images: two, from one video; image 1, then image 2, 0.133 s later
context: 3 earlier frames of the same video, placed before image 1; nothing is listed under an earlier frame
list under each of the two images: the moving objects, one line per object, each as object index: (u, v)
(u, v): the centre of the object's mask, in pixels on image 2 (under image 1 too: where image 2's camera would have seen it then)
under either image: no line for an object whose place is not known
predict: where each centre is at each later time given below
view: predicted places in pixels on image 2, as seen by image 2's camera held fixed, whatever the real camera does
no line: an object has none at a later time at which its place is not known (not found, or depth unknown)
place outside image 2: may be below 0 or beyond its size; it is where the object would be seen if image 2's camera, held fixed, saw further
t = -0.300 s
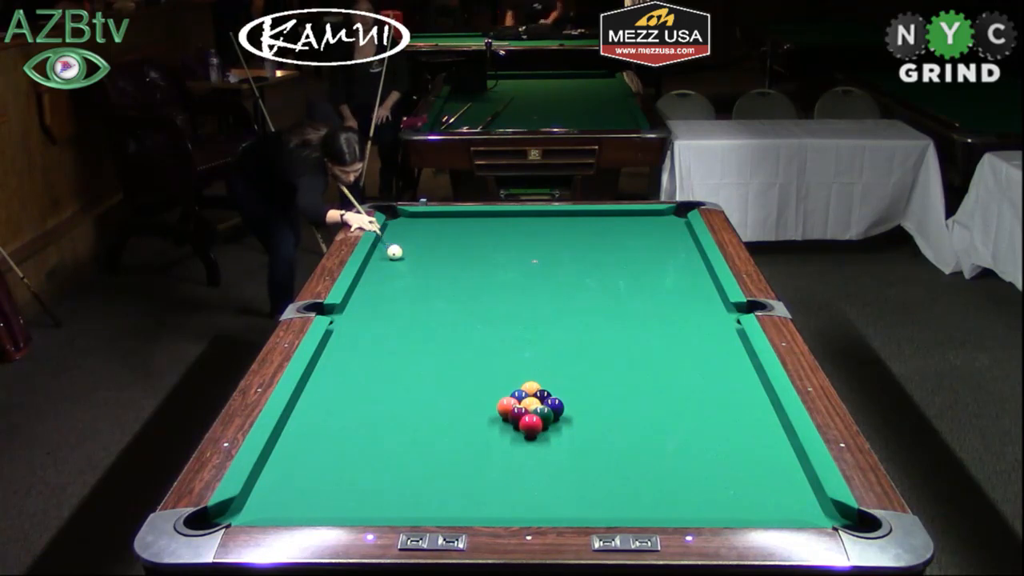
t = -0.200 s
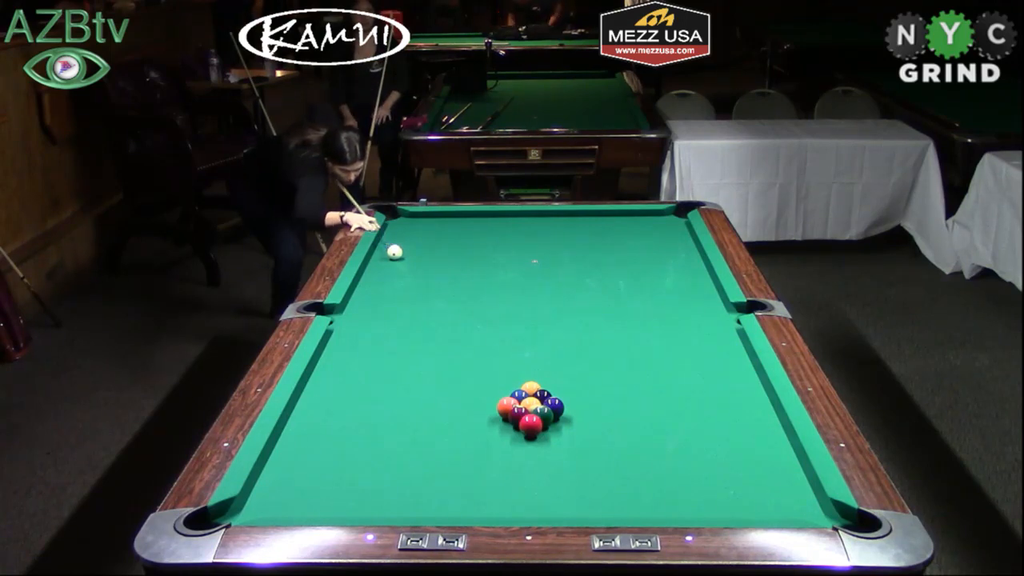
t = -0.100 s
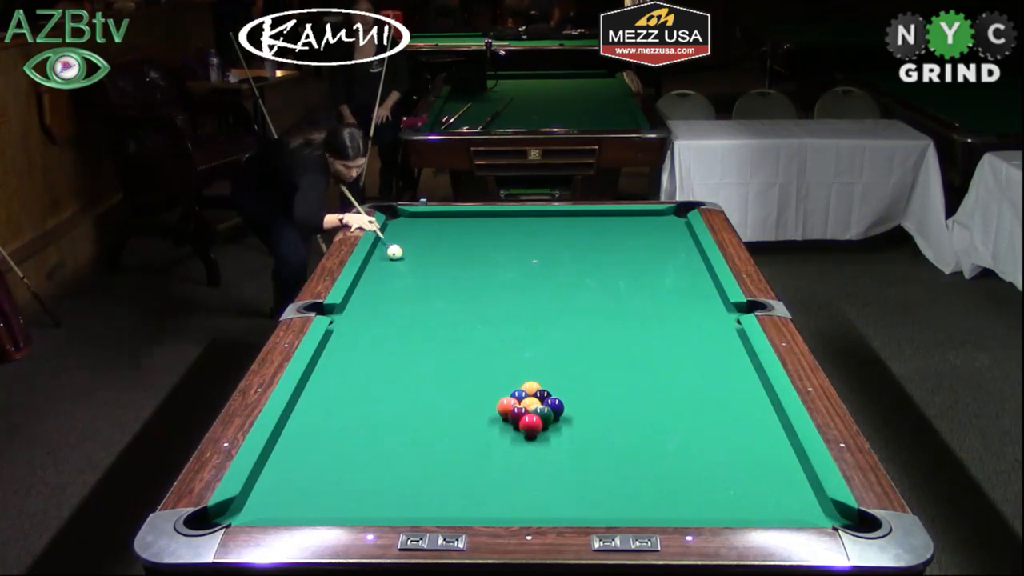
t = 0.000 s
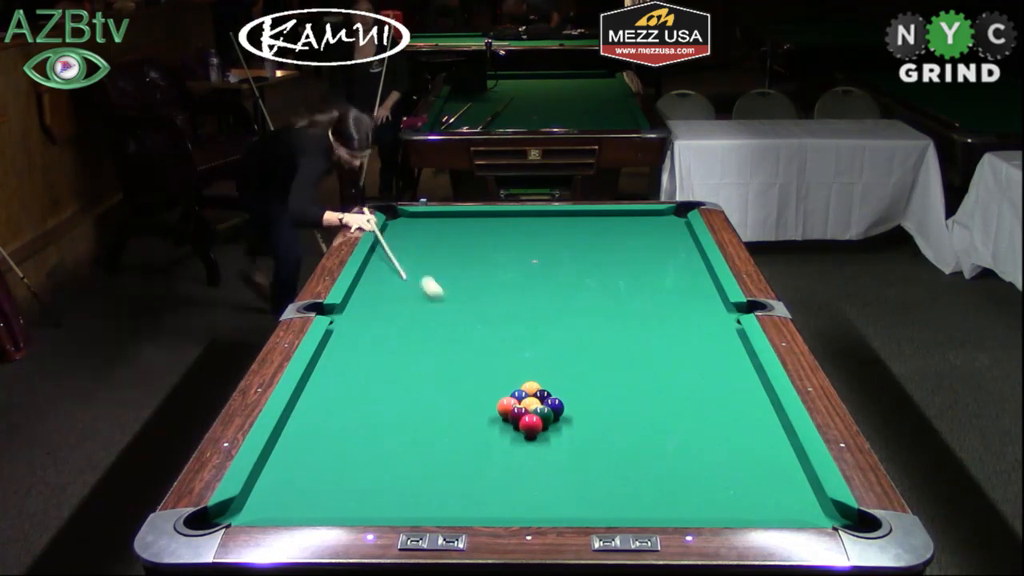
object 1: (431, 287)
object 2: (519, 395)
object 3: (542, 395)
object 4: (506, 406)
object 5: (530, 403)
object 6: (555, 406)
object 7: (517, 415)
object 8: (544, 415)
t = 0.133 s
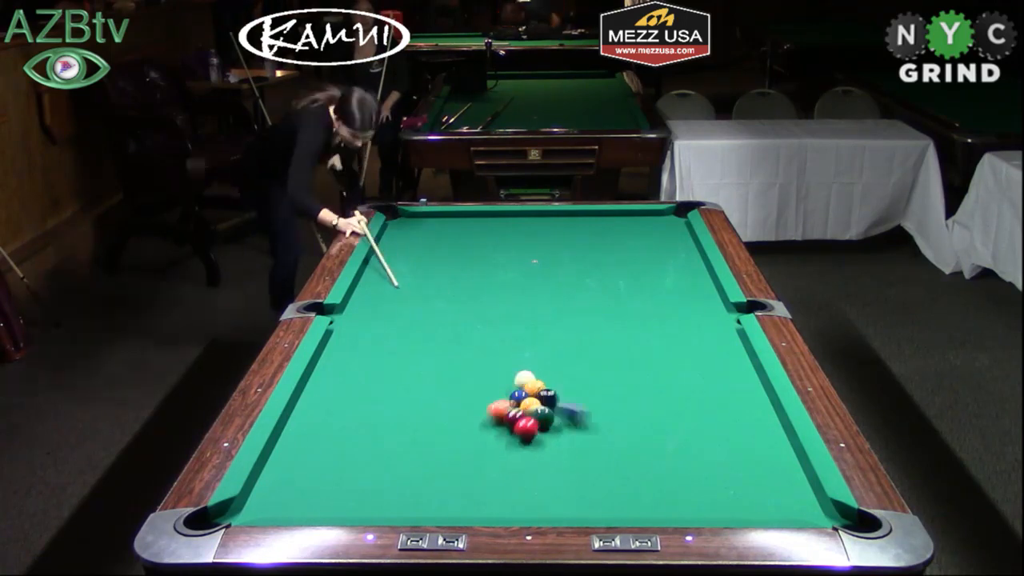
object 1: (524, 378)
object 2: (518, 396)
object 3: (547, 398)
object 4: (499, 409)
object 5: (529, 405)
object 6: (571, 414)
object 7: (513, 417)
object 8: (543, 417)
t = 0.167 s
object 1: (525, 377)
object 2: (517, 399)
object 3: (560, 398)
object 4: (478, 420)
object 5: (530, 409)
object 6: (623, 427)
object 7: (502, 427)
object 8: (546, 419)
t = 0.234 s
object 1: (527, 372)
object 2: (517, 400)
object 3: (583, 395)
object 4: (434, 438)
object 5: (531, 411)
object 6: (730, 458)
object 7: (480, 448)
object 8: (551, 421)
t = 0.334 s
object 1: (530, 365)
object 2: (518, 401)
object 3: (612, 391)
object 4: (367, 467)
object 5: (532, 413)
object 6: (754, 493)
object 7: (446, 478)
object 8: (558, 423)
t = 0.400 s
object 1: (532, 363)
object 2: (518, 401)
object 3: (631, 388)
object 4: (321, 487)
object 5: (533, 414)
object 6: (683, 507)
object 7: (420, 496)
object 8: (563, 425)
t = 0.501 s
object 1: (536, 359)
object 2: (517, 401)
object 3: (658, 384)
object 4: (252, 511)
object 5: (534, 416)
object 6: (588, 498)
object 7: (360, 490)
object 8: (571, 427)
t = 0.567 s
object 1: (539, 357)
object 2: (517, 401)
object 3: (675, 382)
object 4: (205, 522)
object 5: (534, 417)
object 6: (533, 487)
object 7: (322, 487)
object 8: (575, 429)
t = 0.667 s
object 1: (543, 355)
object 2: (519, 402)
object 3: (701, 378)
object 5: (535, 418)
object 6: (462, 471)
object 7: (269, 485)
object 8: (582, 431)
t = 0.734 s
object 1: (545, 353)
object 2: (518, 400)
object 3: (718, 376)
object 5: (535, 419)
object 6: (420, 463)
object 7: (272, 484)
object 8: (587, 432)
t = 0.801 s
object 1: (548, 351)
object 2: (518, 400)
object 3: (735, 373)
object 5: (536, 420)
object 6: (381, 455)
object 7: (297, 481)
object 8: (591, 434)
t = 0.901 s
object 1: (551, 349)
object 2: (518, 399)
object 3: (750, 370)
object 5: (537, 422)
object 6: (326, 445)
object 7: (327, 478)
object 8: (598, 436)
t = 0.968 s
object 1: (553, 347)
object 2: (518, 399)
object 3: (738, 368)
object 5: (537, 423)
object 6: (291, 438)
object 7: (344, 477)
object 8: (602, 438)
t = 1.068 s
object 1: (557, 345)
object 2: (518, 399)
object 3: (724, 366)
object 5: (538, 424)
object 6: (317, 424)
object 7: (371, 474)
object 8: (608, 440)
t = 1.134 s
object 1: (559, 343)
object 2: (518, 399)
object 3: (714, 364)
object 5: (538, 424)
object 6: (345, 415)
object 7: (388, 472)
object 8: (612, 441)
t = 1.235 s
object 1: (562, 341)
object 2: (520, 402)
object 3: (700, 362)
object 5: (538, 425)
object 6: (380, 402)
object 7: (413, 470)
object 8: (618, 443)
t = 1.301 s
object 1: (564, 340)
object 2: (520, 402)
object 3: (692, 360)
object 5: (539, 426)
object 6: (399, 395)
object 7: (429, 468)
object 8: (622, 444)
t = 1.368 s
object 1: (566, 338)
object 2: (520, 402)
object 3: (683, 358)
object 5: (539, 427)
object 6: (417, 387)
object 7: (446, 466)
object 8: (626, 446)
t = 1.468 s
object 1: (569, 336)
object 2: (520, 402)
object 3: (670, 356)
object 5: (539, 427)
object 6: (442, 375)
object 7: (460, 467)
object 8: (631, 447)
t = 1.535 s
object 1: (570, 335)
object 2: (520, 402)
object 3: (662, 354)
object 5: (539, 428)
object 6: (458, 368)
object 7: (468, 468)
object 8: (634, 448)
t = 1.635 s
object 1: (573, 333)
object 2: (520, 402)
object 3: (650, 352)
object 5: (539, 429)
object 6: (482, 358)
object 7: (482, 469)
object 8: (639, 450)
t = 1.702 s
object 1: (574, 332)
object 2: (520, 402)
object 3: (643, 350)
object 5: (539, 429)
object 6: (497, 352)
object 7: (490, 469)
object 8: (642, 451)
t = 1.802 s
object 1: (577, 331)
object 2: (520, 402)
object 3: (631, 348)
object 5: (539, 429)
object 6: (518, 342)
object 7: (503, 470)
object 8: (647, 453)
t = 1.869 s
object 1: (578, 330)
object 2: (520, 402)
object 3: (624, 347)
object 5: (540, 429)
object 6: (532, 336)
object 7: (511, 471)
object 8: (650, 454)
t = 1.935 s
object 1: (579, 328)
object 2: (520, 402)
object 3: (616, 345)
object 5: (544, 429)
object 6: (545, 330)
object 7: (519, 471)
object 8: (652, 455)
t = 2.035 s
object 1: (581, 327)
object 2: (520, 400)
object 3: (606, 343)
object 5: (549, 429)
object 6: (564, 322)
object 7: (531, 472)
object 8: (657, 455)
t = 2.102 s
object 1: (583, 326)
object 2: (520, 399)
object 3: (599, 342)
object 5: (553, 429)
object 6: (574, 315)
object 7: (539, 472)
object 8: (659, 456)
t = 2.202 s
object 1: (584, 324)
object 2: (519, 398)
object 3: (589, 340)
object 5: (558, 429)
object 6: (594, 309)
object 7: (551, 473)
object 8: (663, 457)
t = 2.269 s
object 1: (586, 322)
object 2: (517, 397)
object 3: (582, 339)
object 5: (561, 429)
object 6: (605, 305)
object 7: (558, 474)
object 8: (665, 458)
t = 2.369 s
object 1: (587, 323)
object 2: (516, 396)
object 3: (572, 337)
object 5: (565, 429)
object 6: (621, 297)
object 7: (569, 474)
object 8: (668, 459)
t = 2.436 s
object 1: (588, 322)
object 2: (516, 395)
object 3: (566, 336)
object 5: (568, 429)
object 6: (632, 293)
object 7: (576, 475)
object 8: (670, 460)
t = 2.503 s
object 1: (588, 322)
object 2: (516, 395)
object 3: (560, 335)
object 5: (570, 429)
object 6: (642, 289)
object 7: (583, 475)
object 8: (672, 460)
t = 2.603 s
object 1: (590, 320)
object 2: (516, 393)
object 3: (551, 333)
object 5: (574, 429)
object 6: (657, 282)
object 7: (594, 476)
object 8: (674, 461)
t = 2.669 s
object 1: (591, 320)
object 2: (515, 391)
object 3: (545, 332)
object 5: (576, 428)
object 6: (666, 278)
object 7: (600, 476)
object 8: (675, 462)
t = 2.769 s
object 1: (592, 319)
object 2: (515, 389)
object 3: (537, 331)
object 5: (580, 428)
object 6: (679, 272)
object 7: (610, 477)
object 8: (677, 462)
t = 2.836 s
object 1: (592, 318)
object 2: (515, 388)
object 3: (532, 330)
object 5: (581, 428)
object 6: (688, 269)
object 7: (617, 477)
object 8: (679, 463)
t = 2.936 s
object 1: (593, 318)
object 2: (514, 385)
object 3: (524, 328)
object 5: (584, 428)
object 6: (701, 263)
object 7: (626, 478)
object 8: (680, 464)
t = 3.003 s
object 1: (594, 317)
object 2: (514, 385)
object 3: (518, 327)
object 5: (586, 428)
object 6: (695, 260)
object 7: (632, 479)
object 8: (681, 464)
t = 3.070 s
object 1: (594, 317)
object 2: (514, 383)
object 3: (513, 326)
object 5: (587, 428)
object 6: (689, 258)
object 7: (638, 479)
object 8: (682, 464)
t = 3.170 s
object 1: (595, 317)
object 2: (514, 381)
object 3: (506, 325)
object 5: (589, 427)
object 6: (681, 254)
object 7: (646, 480)
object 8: (683, 465)
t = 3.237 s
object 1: (595, 316)
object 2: (514, 380)
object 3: (501, 324)
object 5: (590, 426)
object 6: (676, 251)
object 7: (652, 481)
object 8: (683, 465)
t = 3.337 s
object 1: (596, 316)
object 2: (513, 379)
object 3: (494, 323)
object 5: (591, 426)
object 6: (668, 248)
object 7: (660, 482)
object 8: (683, 465)
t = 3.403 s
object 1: (596, 315)
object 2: (513, 378)
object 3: (490, 322)
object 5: (592, 426)
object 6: (663, 246)
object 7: (664, 483)
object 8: (684, 465)
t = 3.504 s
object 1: (597, 315)
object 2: (513, 378)
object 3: (483, 321)
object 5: (593, 426)
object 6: (657, 242)
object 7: (672, 483)
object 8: (685, 464)
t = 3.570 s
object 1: (597, 315)
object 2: (513, 377)
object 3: (479, 321)
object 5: (594, 426)
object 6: (652, 240)
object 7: (677, 483)
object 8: (685, 463)
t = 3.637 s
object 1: (597, 315)
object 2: (513, 377)
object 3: (475, 320)
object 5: (594, 426)
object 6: (648, 238)
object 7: (682, 484)
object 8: (684, 463)
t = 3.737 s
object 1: (597, 315)
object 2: (513, 376)
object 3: (469, 319)
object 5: (594, 426)
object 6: (641, 235)
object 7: (689, 485)
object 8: (683, 463)
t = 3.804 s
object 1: (597, 315)
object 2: (514, 375)
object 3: (465, 318)
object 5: (595, 426)
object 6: (637, 233)
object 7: (693, 486)
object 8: (683, 464)
